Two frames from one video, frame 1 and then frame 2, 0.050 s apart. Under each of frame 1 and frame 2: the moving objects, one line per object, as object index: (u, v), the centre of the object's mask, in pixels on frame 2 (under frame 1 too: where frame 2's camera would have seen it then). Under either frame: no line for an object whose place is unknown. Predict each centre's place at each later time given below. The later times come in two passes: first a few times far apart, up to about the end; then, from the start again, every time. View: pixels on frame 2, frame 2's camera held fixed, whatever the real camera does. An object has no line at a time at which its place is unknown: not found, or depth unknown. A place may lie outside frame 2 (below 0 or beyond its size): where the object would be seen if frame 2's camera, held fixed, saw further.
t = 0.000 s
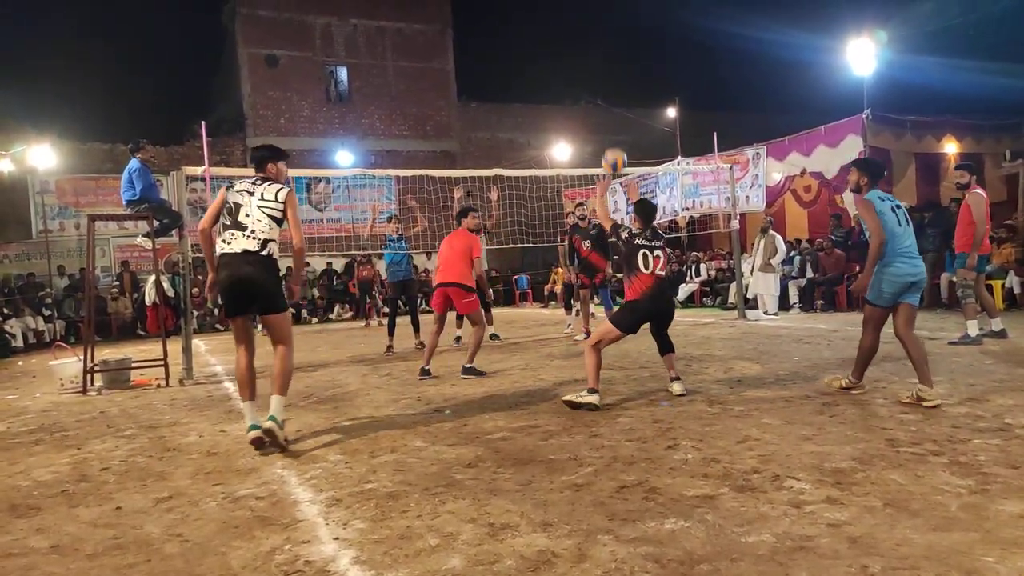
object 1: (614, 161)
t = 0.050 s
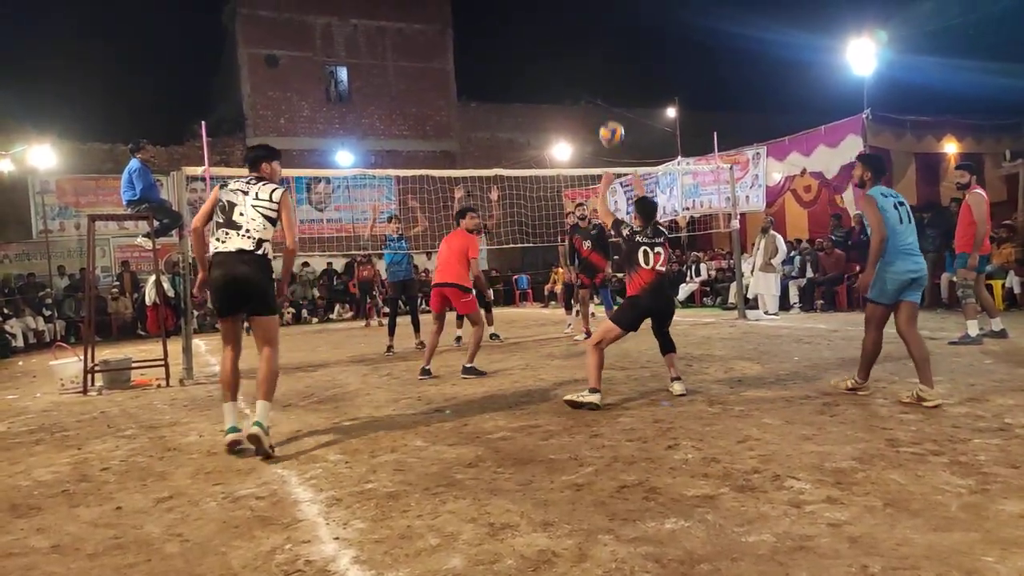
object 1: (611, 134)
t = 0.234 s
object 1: (604, 68)
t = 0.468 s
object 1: (599, 47)
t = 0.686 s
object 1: (599, 71)
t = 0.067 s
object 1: (610, 125)
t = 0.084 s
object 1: (609, 118)
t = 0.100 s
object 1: (609, 110)
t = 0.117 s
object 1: (608, 104)
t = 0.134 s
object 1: (607, 97)
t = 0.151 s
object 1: (606, 92)
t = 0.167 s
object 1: (606, 86)
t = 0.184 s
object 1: (605, 81)
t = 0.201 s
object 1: (604, 76)
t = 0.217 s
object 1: (604, 72)
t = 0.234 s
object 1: (604, 68)
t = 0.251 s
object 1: (603, 65)
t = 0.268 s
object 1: (603, 61)
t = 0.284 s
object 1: (602, 58)
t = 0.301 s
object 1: (602, 56)
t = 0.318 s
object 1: (601, 54)
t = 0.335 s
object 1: (601, 52)
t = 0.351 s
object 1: (601, 51)
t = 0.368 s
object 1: (600, 49)
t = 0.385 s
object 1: (600, 48)
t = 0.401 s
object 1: (600, 47)
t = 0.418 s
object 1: (599, 47)
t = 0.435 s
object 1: (599, 46)
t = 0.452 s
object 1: (599, 46)
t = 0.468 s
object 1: (599, 47)
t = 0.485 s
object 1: (599, 47)
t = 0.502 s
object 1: (599, 48)
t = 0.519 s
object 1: (599, 49)
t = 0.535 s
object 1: (599, 50)
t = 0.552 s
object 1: (598, 51)
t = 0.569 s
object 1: (598, 53)
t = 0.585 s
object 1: (598, 55)
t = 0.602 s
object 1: (598, 57)
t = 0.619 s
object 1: (598, 59)
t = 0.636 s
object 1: (598, 62)
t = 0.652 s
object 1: (599, 64)
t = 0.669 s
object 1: (599, 67)
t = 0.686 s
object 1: (599, 71)
